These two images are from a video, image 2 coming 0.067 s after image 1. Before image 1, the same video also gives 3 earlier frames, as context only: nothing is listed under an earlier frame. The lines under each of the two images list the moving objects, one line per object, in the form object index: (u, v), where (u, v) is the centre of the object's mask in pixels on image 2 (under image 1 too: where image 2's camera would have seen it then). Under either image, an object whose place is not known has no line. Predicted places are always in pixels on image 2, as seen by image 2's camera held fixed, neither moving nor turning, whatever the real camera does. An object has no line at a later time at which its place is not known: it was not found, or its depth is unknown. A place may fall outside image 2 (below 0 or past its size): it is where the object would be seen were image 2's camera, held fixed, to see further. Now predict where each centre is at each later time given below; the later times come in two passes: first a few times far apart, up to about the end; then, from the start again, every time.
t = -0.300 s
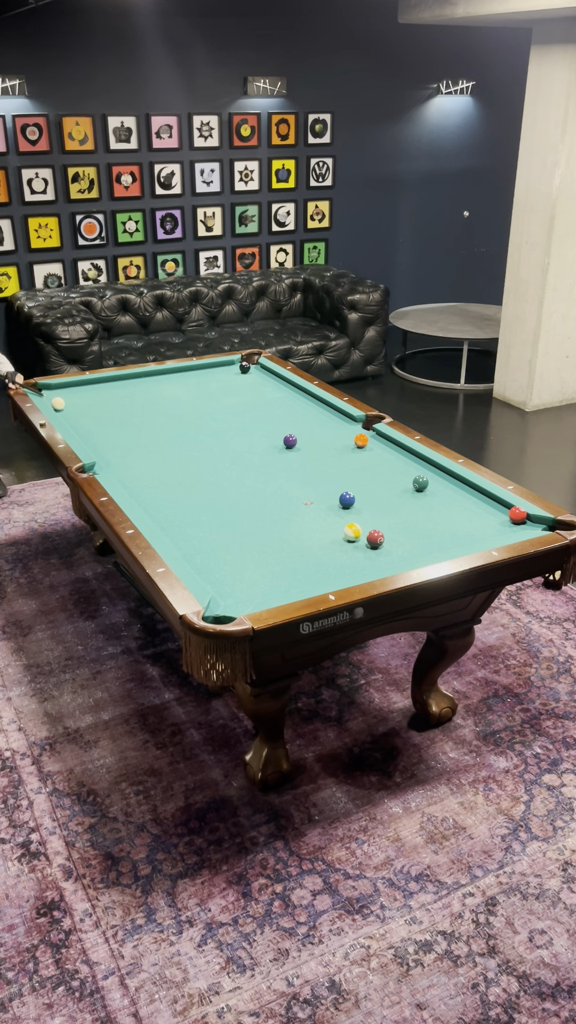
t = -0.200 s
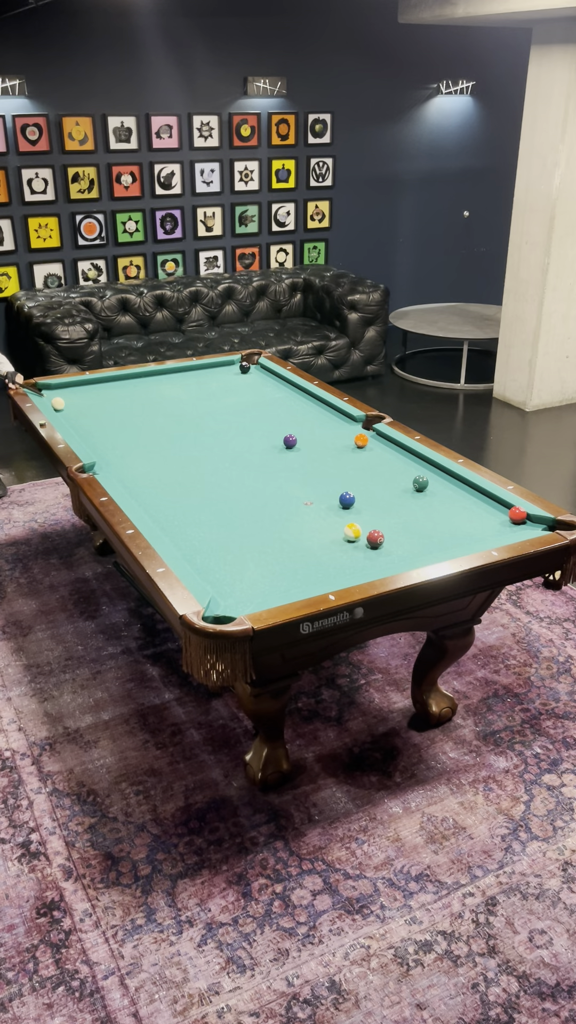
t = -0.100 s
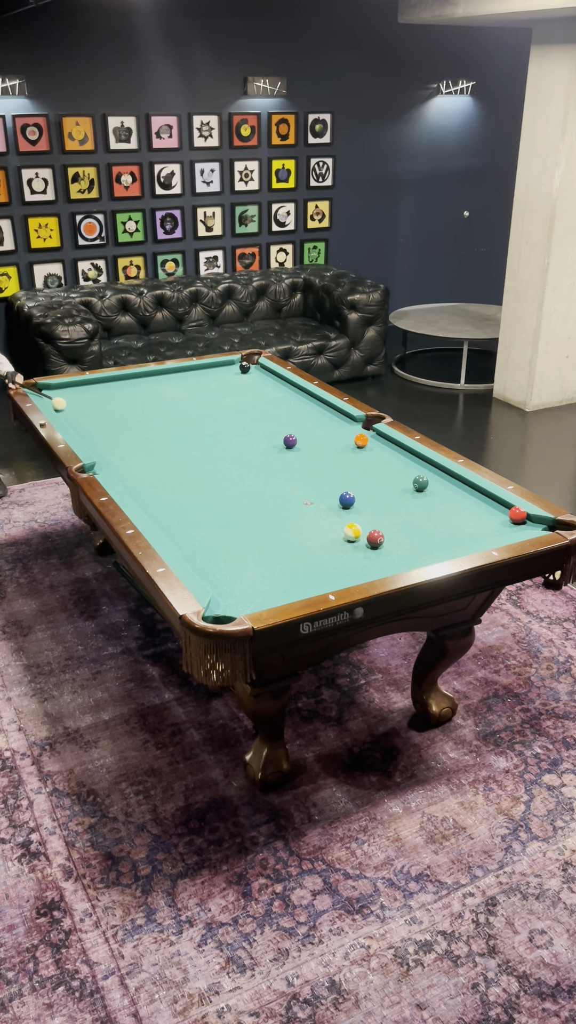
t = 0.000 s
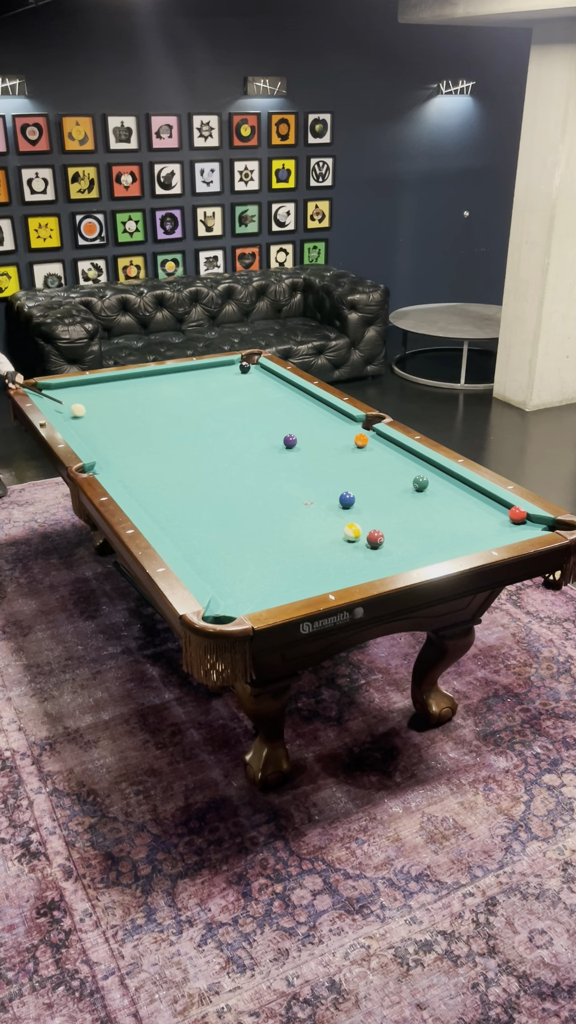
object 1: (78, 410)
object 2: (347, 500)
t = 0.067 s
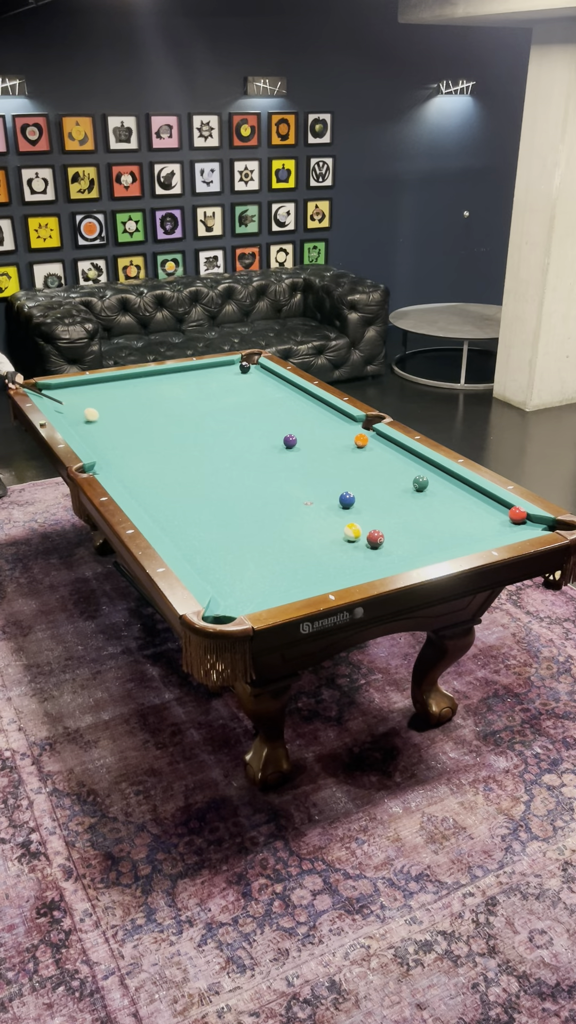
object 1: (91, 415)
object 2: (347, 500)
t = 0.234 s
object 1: (125, 427)
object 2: (347, 499)
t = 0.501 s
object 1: (182, 446)
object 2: (347, 500)
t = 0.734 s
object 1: (237, 464)
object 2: (347, 500)
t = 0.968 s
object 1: (296, 484)
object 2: (347, 500)
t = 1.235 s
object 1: (333, 501)
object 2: (380, 507)
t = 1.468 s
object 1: (344, 510)
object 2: (428, 518)
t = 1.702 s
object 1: (355, 517)
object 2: (476, 528)
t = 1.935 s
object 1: (365, 526)
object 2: (500, 528)
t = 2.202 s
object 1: (378, 528)
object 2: (499, 515)
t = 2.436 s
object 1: (387, 531)
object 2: (497, 505)
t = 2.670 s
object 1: (393, 532)
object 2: (486, 499)
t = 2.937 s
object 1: (398, 532)
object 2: (470, 495)
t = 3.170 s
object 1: (401, 531)
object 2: (457, 492)
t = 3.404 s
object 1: (402, 531)
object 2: (446, 489)
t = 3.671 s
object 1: (402, 531)
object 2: (436, 486)
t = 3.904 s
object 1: (402, 531)
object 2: (435, 486)
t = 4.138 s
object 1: (402, 531)
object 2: (435, 486)
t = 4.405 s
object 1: (402, 531)
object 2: (435, 486)
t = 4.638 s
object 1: (402, 531)
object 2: (435, 485)
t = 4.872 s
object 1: (402, 531)
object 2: (435, 486)
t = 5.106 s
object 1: (402, 531)
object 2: (435, 485)
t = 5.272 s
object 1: (402, 531)
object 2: (435, 485)
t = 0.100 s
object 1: (98, 417)
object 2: (347, 500)
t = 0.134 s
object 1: (104, 420)
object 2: (347, 499)
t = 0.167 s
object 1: (111, 422)
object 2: (347, 499)
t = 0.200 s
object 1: (118, 424)
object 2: (347, 500)
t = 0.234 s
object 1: (125, 427)
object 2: (347, 499)
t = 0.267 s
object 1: (132, 429)
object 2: (347, 500)
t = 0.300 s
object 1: (139, 431)
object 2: (347, 500)
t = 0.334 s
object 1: (146, 434)
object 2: (347, 500)
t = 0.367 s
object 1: (153, 436)
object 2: (347, 499)
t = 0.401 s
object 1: (160, 439)
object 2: (347, 500)
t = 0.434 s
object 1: (167, 441)
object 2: (347, 499)
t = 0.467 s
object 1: (175, 444)
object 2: (347, 500)
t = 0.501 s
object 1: (182, 446)
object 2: (347, 500)
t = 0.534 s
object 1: (190, 449)
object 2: (347, 500)
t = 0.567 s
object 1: (198, 451)
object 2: (347, 500)
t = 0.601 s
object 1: (205, 454)
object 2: (347, 500)
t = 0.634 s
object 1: (213, 457)
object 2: (347, 500)
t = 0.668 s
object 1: (221, 459)
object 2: (347, 500)
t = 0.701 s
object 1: (229, 462)
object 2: (347, 500)
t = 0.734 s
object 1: (237, 464)
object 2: (347, 500)
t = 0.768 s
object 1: (245, 467)
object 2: (347, 500)
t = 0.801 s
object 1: (253, 470)
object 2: (347, 500)
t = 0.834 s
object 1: (261, 473)
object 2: (347, 500)
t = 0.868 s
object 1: (270, 475)
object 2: (347, 500)
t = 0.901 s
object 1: (278, 478)
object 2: (347, 500)
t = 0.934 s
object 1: (287, 481)
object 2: (347, 500)
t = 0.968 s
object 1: (296, 484)
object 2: (347, 500)
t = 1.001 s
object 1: (304, 487)
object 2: (347, 500)
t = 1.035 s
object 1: (313, 490)
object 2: (347, 500)
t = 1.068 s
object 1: (322, 493)
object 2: (347, 500)
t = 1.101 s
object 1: (331, 496)
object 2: (347, 500)
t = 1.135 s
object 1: (331, 498)
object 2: (356, 501)
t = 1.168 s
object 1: (331, 499)
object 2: (365, 503)
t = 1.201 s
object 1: (332, 500)
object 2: (373, 505)
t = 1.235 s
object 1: (333, 501)
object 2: (380, 507)
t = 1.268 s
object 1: (335, 503)
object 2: (387, 509)
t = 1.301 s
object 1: (337, 504)
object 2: (394, 510)
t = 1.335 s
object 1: (338, 505)
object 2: (401, 512)
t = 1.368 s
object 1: (339, 507)
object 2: (408, 513)
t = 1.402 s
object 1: (341, 508)
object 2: (414, 515)
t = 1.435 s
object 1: (342, 509)
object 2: (421, 516)
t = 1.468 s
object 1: (344, 510)
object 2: (428, 518)
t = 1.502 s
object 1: (346, 511)
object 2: (435, 519)
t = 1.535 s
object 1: (347, 513)
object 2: (442, 521)
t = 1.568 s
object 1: (349, 514)
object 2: (449, 522)
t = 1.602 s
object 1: (350, 515)
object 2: (455, 524)
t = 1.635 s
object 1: (351, 516)
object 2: (462, 525)
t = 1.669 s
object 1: (353, 516)
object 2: (469, 527)
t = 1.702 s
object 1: (355, 517)
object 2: (476, 528)
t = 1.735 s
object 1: (356, 518)
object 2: (483, 530)
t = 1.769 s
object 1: (358, 519)
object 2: (490, 531)
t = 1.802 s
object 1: (360, 521)
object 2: (496, 531)
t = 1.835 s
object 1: (361, 522)
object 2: (501, 531)
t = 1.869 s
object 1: (363, 523)
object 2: (501, 530)
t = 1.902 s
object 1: (364, 525)
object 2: (501, 529)
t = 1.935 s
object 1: (365, 526)
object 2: (500, 528)
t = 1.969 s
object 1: (366, 527)
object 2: (500, 527)
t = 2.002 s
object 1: (367, 527)
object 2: (500, 525)
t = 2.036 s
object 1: (369, 527)
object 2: (500, 523)
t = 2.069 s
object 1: (371, 527)
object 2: (499, 522)
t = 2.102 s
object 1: (373, 528)
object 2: (499, 520)
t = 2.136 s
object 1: (375, 527)
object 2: (499, 518)
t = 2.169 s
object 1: (376, 528)
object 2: (499, 517)
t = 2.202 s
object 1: (378, 528)
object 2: (499, 515)
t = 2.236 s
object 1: (380, 528)
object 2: (498, 514)
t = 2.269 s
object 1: (382, 529)
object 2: (498, 512)
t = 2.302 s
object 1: (383, 529)
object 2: (498, 511)
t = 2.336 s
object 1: (384, 530)
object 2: (498, 509)
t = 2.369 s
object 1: (385, 530)
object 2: (497, 508)
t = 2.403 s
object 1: (386, 530)
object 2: (497, 506)
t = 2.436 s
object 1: (387, 531)
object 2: (497, 505)
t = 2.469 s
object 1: (388, 531)
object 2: (497, 504)
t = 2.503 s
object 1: (389, 531)
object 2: (496, 502)
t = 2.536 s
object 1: (390, 531)
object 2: (495, 502)
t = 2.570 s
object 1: (391, 531)
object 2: (492, 501)
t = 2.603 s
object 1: (392, 531)
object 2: (490, 501)
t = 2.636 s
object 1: (392, 532)
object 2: (488, 500)
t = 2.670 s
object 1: (393, 532)
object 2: (486, 499)
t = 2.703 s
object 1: (394, 532)
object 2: (484, 498)
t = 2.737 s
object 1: (395, 532)
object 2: (482, 498)
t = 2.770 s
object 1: (395, 532)
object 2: (480, 497)
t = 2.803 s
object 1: (396, 532)
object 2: (478, 497)
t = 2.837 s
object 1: (397, 532)
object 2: (476, 497)
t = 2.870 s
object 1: (397, 532)
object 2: (474, 496)
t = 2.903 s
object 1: (398, 532)
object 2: (472, 495)
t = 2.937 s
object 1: (398, 532)
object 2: (470, 495)
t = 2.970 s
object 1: (399, 532)
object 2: (468, 494)
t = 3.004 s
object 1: (399, 531)
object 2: (466, 494)
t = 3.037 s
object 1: (400, 532)
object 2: (464, 494)
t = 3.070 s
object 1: (400, 531)
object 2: (463, 493)
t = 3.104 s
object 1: (400, 532)
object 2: (461, 493)
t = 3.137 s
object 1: (400, 531)
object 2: (459, 492)
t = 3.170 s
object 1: (401, 531)
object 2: (457, 492)
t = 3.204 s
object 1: (401, 531)
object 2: (456, 491)
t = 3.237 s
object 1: (401, 531)
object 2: (454, 491)
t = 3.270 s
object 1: (401, 531)
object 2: (453, 490)
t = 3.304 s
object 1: (401, 531)
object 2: (451, 490)
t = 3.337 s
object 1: (401, 531)
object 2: (449, 490)
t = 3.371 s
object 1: (401, 531)
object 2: (448, 489)
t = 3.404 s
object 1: (402, 531)
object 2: (446, 489)
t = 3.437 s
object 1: (402, 531)
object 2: (445, 489)
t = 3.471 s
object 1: (402, 531)
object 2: (443, 488)
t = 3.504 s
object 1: (402, 531)
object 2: (442, 488)
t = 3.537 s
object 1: (402, 531)
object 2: (441, 487)
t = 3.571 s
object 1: (402, 531)
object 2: (439, 487)
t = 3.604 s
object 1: (402, 531)
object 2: (438, 487)
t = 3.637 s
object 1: (402, 531)
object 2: (437, 486)
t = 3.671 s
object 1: (402, 531)
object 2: (436, 486)
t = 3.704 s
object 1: (402, 531)
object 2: (435, 486)
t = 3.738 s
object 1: (402, 531)
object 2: (435, 486)
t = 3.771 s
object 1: (402, 531)
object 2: (435, 486)
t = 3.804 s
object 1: (402, 531)
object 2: (435, 486)
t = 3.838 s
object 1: (402, 531)
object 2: (435, 486)
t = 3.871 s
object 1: (402, 531)
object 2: (435, 486)
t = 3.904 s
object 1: (402, 531)
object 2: (435, 486)
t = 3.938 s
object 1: (402, 531)
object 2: (434, 486)
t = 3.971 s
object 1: (402, 531)
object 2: (435, 486)
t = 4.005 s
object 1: (402, 531)
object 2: (435, 486)
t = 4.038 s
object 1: (402, 531)
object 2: (434, 486)
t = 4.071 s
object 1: (402, 531)
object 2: (435, 486)
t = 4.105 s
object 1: (402, 531)
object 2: (435, 486)
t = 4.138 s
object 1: (402, 531)
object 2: (435, 486)
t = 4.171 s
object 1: (402, 531)
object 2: (435, 486)
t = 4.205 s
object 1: (402, 531)
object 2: (435, 485)
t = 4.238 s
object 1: (402, 531)
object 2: (435, 486)
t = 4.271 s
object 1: (402, 531)
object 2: (435, 486)
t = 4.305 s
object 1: (402, 531)
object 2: (435, 486)
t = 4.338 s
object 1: (402, 531)
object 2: (435, 486)
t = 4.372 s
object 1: (402, 531)
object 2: (435, 486)
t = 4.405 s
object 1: (402, 531)
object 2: (435, 486)
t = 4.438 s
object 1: (402, 531)
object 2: (435, 486)
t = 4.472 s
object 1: (402, 531)
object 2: (435, 486)
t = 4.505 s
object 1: (402, 531)
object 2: (435, 486)
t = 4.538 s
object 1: (402, 531)
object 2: (435, 486)
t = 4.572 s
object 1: (402, 531)
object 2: (435, 486)
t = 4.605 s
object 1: (402, 531)
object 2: (435, 486)
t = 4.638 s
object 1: (402, 531)
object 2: (435, 485)
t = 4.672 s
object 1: (402, 531)
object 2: (435, 486)
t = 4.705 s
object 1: (402, 531)
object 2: (435, 486)
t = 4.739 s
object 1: (402, 531)
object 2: (435, 486)
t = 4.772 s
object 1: (402, 531)
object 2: (435, 486)
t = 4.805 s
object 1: (402, 531)
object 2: (435, 486)
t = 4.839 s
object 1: (402, 531)
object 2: (435, 486)
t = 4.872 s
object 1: (402, 531)
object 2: (435, 486)
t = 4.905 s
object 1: (402, 531)
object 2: (435, 486)
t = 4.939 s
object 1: (402, 531)
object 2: (435, 486)
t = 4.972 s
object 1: (402, 531)
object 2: (435, 486)
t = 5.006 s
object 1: (402, 531)
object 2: (435, 485)
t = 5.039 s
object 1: (402, 531)
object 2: (435, 485)
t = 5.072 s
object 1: (402, 531)
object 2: (435, 486)
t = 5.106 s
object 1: (402, 531)
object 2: (435, 485)
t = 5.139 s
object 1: (402, 531)
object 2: (435, 486)
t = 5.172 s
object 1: (402, 531)
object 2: (435, 486)
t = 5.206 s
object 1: (402, 531)
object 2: (435, 486)
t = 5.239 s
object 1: (402, 531)
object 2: (435, 486)
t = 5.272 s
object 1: (402, 531)
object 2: (435, 485)
